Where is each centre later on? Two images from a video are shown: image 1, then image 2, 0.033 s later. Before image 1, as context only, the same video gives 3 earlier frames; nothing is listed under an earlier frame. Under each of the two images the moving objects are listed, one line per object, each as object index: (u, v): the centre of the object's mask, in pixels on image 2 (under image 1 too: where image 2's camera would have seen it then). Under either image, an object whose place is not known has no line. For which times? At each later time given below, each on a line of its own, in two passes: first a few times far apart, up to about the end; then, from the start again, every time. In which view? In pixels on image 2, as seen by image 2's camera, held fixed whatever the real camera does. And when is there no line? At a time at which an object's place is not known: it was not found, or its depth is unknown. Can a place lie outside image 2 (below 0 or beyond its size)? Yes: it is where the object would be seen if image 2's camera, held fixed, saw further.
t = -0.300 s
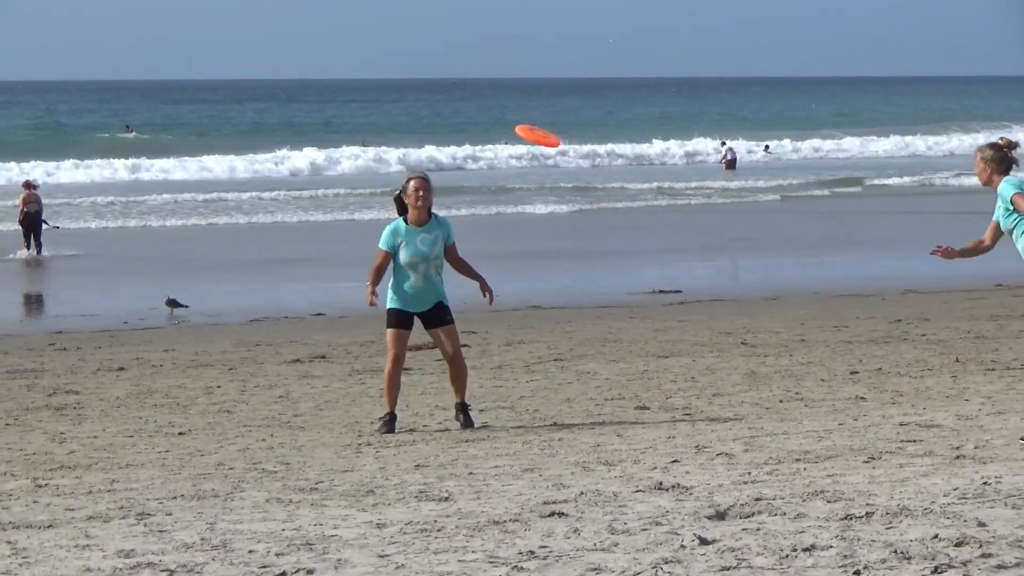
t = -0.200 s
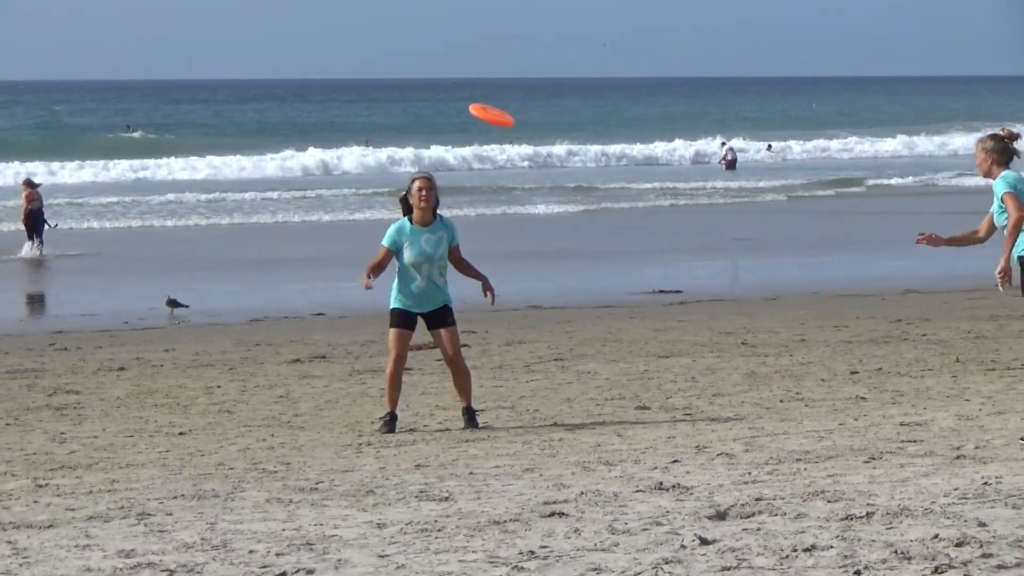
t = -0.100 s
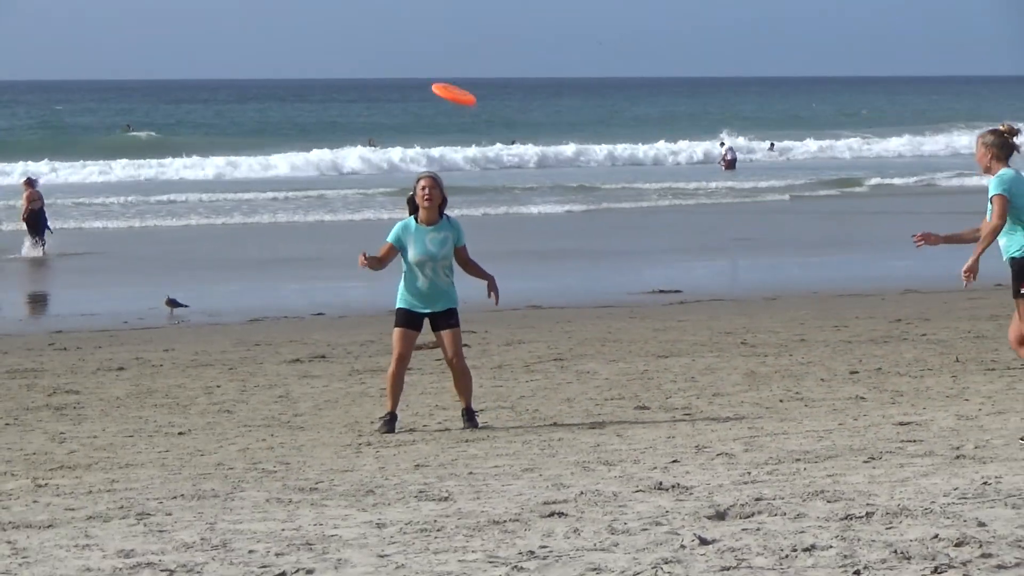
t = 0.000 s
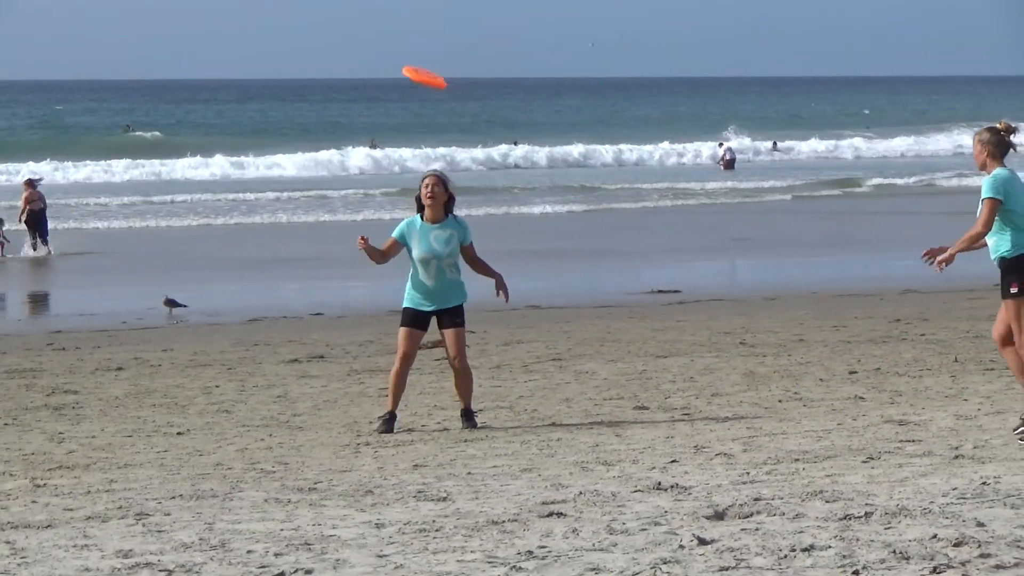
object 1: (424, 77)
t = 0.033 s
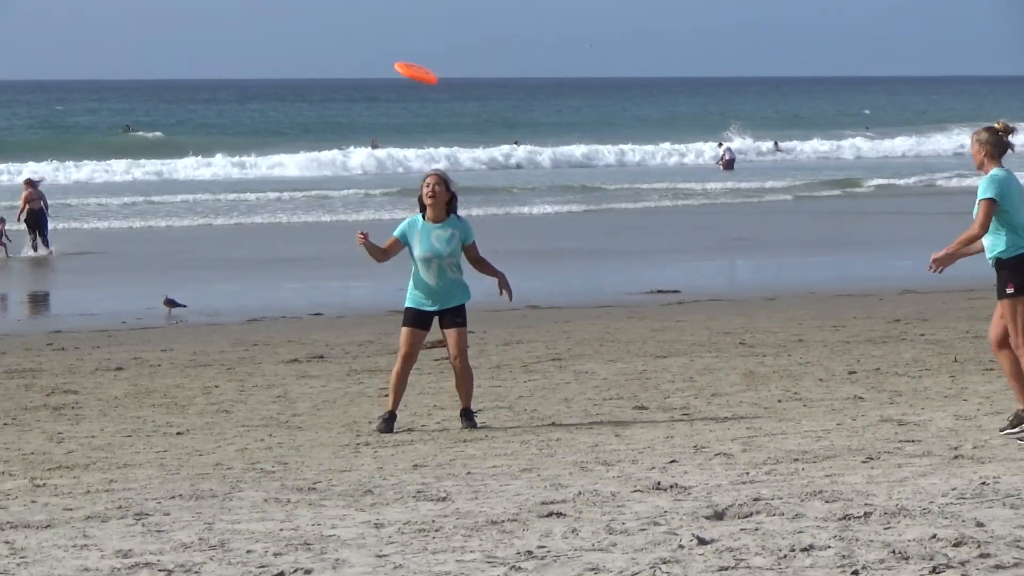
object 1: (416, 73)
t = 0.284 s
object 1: (378, 55)
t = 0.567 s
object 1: (383, 70)
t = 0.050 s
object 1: (412, 70)
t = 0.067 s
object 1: (408, 68)
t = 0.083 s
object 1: (405, 67)
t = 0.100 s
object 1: (402, 65)
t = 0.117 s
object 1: (399, 64)
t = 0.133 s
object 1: (396, 62)
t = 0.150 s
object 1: (393, 61)
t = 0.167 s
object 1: (391, 60)
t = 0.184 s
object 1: (388, 59)
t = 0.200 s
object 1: (386, 58)
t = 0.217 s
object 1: (384, 57)
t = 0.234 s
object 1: (383, 57)
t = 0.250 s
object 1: (381, 56)
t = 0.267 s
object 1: (379, 56)
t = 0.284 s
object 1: (378, 55)
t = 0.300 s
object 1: (377, 54)
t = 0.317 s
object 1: (376, 54)
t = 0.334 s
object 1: (376, 54)
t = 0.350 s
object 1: (375, 54)
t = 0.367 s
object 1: (375, 54)
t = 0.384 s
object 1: (375, 55)
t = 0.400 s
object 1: (375, 55)
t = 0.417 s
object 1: (376, 56)
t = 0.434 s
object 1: (376, 57)
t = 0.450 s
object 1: (376, 58)
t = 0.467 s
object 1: (377, 59)
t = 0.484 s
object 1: (377, 60)
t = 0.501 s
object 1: (379, 62)
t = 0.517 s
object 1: (380, 63)
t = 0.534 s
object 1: (380, 65)
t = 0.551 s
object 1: (382, 67)
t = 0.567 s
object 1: (383, 70)
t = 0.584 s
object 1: (385, 72)
